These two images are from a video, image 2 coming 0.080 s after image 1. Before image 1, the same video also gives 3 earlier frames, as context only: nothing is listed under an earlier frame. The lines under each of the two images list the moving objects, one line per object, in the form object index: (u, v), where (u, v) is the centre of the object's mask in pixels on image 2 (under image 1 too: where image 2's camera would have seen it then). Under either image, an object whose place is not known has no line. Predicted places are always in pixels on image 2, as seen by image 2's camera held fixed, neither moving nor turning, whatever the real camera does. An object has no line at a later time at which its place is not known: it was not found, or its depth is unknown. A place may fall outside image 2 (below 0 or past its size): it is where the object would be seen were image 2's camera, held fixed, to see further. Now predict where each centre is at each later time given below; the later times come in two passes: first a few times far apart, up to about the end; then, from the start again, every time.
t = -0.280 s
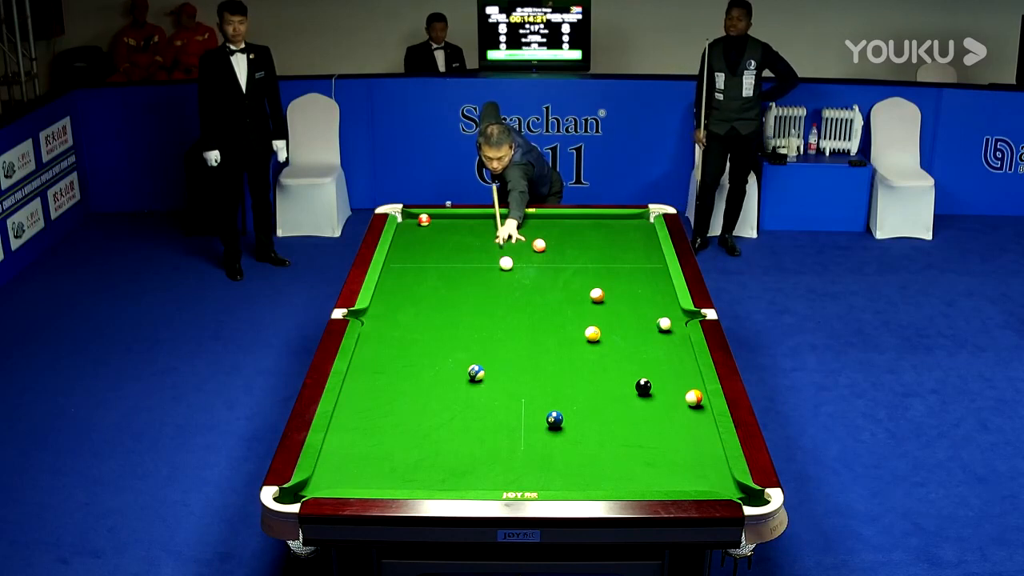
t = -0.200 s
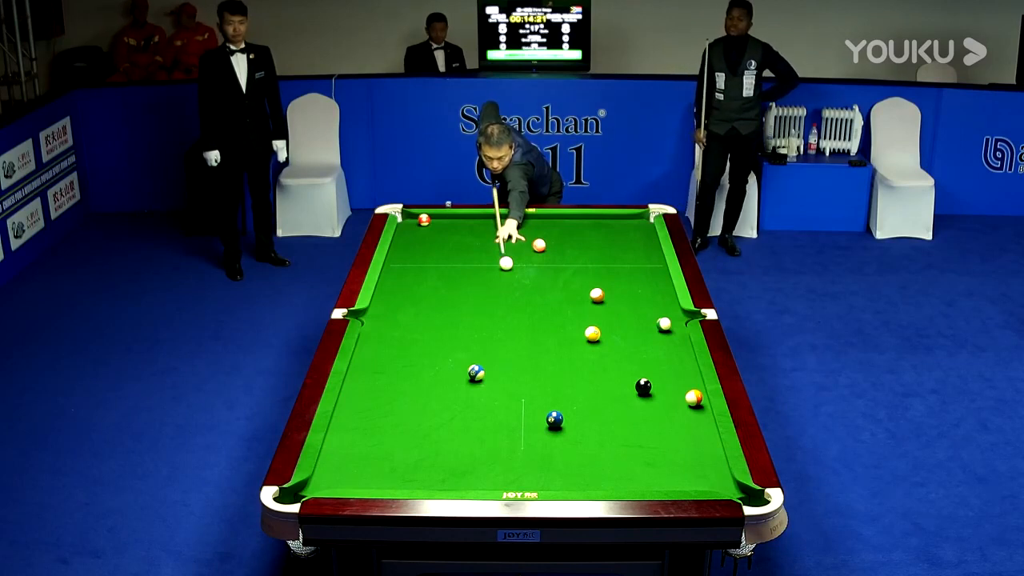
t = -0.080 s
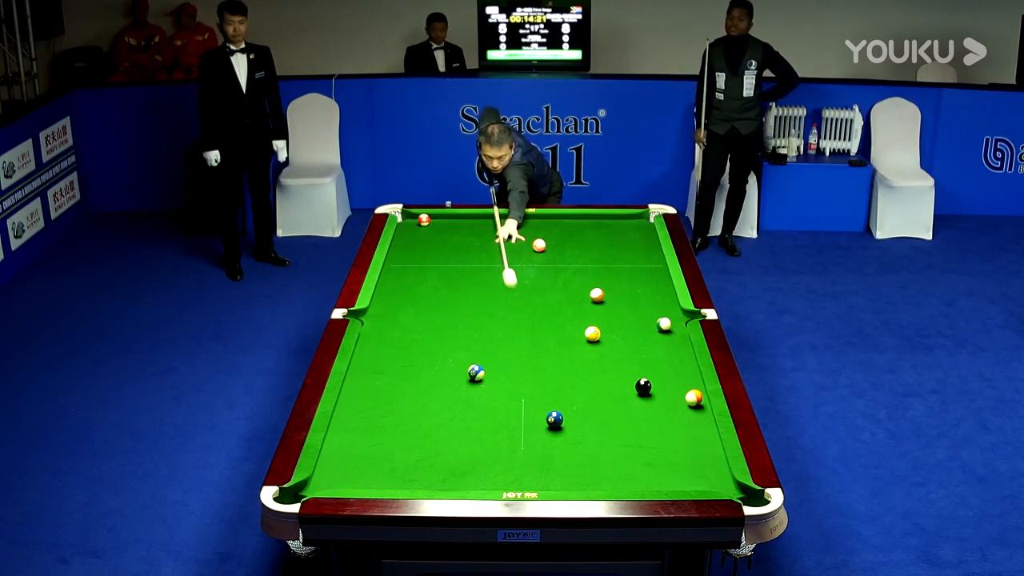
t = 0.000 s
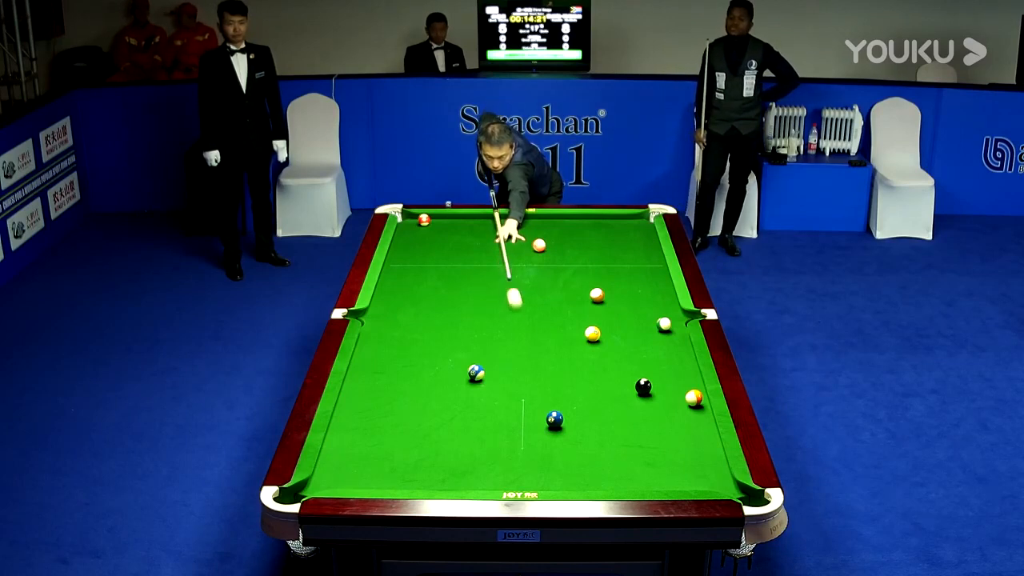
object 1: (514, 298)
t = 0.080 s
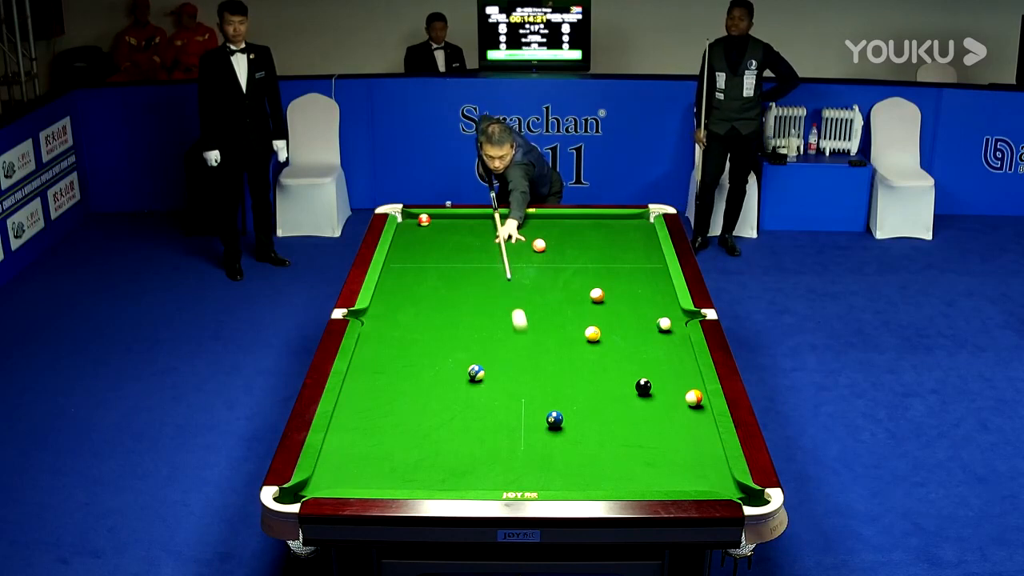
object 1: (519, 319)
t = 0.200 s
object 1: (527, 352)
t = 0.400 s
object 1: (539, 407)
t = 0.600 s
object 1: (504, 440)
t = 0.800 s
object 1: (466, 468)
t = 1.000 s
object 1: (425, 480)
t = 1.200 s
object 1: (389, 462)
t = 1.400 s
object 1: (356, 445)
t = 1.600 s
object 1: (342, 429)
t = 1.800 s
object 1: (367, 415)
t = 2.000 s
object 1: (389, 402)
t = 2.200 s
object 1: (411, 390)
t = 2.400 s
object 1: (431, 379)
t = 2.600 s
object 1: (449, 368)
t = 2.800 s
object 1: (466, 358)
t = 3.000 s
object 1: (482, 349)
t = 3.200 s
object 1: (496, 341)
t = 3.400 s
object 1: (510, 333)
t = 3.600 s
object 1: (523, 325)
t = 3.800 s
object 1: (534, 318)
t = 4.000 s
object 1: (545, 312)
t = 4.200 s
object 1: (555, 306)
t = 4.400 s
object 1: (564, 301)
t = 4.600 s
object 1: (573, 296)
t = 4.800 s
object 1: (581, 291)
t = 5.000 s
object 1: (587, 286)
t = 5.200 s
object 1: (595, 282)
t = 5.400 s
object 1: (601, 279)
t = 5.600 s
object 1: (607, 276)
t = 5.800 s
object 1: (612, 272)
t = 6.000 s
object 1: (616, 270)
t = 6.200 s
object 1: (621, 267)
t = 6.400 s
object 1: (625, 265)
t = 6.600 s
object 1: (629, 263)
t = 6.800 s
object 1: (632, 261)
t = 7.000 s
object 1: (634, 260)
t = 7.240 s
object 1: (637, 258)
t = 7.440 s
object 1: (639, 257)
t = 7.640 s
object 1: (640, 256)
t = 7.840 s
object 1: (641, 255)
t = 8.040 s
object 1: (642, 255)
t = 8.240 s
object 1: (642, 255)
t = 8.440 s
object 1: (642, 255)
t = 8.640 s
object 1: (642, 255)
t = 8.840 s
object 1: (642, 255)
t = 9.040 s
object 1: (642, 255)
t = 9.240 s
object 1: (642, 255)
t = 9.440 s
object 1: (642, 255)
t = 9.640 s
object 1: (642, 255)
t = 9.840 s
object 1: (642, 255)
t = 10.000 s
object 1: (642, 255)
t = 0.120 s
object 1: (521, 329)
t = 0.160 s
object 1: (524, 341)
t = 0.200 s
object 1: (527, 352)
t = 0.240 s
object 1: (529, 363)
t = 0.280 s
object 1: (532, 374)
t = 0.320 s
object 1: (534, 384)
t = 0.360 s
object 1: (537, 396)
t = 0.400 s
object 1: (539, 407)
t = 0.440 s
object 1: (536, 416)
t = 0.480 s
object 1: (527, 423)
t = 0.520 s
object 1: (519, 429)
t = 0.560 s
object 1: (511, 434)
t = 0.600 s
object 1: (504, 440)
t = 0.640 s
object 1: (496, 446)
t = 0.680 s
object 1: (489, 451)
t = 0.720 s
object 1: (481, 457)
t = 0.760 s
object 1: (473, 462)
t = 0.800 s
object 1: (466, 468)
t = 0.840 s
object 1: (458, 474)
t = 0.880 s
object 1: (450, 479)
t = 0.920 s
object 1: (442, 483)
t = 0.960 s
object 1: (433, 482)
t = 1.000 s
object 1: (425, 480)
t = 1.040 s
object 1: (418, 476)
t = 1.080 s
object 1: (410, 472)
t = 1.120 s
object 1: (404, 469)
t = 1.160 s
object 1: (397, 465)
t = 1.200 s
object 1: (389, 462)
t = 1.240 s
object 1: (383, 458)
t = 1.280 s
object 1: (376, 455)
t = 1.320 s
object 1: (369, 451)
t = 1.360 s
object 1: (363, 448)
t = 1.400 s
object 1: (356, 445)
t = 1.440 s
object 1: (350, 441)
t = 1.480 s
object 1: (344, 438)
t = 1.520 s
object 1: (338, 435)
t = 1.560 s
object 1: (336, 432)
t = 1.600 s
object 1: (342, 429)
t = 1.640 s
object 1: (347, 427)
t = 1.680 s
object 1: (352, 424)
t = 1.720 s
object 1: (357, 421)
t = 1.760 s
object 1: (362, 418)
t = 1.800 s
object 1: (367, 415)
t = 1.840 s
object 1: (371, 413)
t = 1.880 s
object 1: (376, 410)
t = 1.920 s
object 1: (381, 407)
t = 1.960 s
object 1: (385, 405)
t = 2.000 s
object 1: (389, 402)
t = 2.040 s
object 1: (394, 400)
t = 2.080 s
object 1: (398, 397)
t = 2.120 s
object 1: (402, 395)
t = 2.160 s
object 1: (406, 393)
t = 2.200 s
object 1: (411, 390)
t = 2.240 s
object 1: (415, 388)
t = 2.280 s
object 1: (419, 386)
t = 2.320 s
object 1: (423, 383)
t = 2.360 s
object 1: (427, 381)
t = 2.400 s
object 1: (431, 379)
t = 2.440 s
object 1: (434, 377)
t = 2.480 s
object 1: (438, 375)
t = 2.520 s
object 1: (442, 373)
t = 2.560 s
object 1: (445, 371)
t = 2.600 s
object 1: (449, 368)
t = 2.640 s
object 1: (452, 366)
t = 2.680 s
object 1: (456, 364)
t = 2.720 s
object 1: (459, 362)
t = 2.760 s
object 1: (462, 360)
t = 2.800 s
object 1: (466, 358)
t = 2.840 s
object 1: (469, 356)
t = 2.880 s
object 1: (472, 355)
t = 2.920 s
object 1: (476, 353)
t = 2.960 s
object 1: (479, 351)
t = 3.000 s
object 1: (482, 349)
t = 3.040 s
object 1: (485, 348)
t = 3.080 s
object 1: (488, 346)
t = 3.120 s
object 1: (491, 344)
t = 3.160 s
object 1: (494, 342)
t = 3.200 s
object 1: (496, 341)
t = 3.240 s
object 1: (499, 339)
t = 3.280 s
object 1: (502, 337)
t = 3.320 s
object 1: (505, 336)
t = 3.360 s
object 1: (507, 334)
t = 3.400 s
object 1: (510, 333)
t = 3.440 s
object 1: (513, 331)
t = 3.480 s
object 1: (515, 330)
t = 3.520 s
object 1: (518, 328)
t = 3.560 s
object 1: (520, 327)
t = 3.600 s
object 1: (523, 325)
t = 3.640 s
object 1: (525, 324)
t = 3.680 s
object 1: (527, 323)
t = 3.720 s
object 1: (530, 321)
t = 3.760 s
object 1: (532, 320)
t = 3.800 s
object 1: (534, 318)
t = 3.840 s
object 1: (536, 317)
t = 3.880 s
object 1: (539, 316)
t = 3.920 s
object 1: (541, 315)
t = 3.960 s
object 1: (543, 313)
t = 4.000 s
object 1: (545, 312)
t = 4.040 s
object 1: (547, 311)
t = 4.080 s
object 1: (549, 310)
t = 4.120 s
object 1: (551, 309)
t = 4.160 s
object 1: (553, 307)
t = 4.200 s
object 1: (555, 306)
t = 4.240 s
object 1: (557, 305)
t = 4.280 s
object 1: (559, 304)
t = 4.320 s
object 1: (561, 303)
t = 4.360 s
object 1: (563, 302)
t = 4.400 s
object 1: (564, 301)
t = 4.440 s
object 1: (566, 300)
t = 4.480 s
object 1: (568, 299)
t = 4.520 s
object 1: (570, 298)
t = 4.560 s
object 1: (571, 297)
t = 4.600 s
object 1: (573, 296)
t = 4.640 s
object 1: (575, 295)
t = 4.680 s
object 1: (576, 294)
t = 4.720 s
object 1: (578, 293)
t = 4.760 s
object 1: (579, 292)
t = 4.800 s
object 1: (581, 291)
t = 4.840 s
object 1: (582, 290)
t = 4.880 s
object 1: (584, 289)
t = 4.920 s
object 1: (585, 288)
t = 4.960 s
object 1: (586, 287)
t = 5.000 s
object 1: (587, 286)
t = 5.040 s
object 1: (589, 285)
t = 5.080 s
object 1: (590, 284)
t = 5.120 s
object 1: (592, 283)
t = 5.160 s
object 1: (593, 283)
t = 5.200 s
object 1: (595, 282)
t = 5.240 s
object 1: (596, 281)
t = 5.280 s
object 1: (597, 281)
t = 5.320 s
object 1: (599, 280)
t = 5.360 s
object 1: (600, 280)
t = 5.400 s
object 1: (601, 279)
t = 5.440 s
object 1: (602, 278)
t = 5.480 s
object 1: (603, 278)
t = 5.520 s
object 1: (604, 277)
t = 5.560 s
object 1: (605, 276)
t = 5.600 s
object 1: (607, 276)
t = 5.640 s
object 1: (608, 275)
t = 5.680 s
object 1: (609, 274)
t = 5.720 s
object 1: (610, 274)
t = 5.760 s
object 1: (611, 273)
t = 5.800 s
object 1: (612, 272)
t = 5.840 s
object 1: (613, 272)
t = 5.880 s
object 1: (614, 271)
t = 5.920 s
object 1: (615, 271)
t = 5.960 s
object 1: (616, 270)
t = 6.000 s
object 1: (616, 270)
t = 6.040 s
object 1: (617, 269)
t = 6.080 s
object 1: (618, 269)
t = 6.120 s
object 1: (619, 268)
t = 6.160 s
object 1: (620, 268)
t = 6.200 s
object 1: (621, 267)
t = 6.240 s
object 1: (622, 267)
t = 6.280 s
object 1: (622, 266)
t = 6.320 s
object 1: (623, 266)
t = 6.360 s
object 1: (624, 265)
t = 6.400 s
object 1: (625, 265)
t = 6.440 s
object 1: (626, 265)
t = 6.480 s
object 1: (626, 264)
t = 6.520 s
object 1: (627, 264)
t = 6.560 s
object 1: (628, 263)
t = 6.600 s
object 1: (629, 263)
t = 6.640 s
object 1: (629, 263)
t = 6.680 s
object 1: (630, 262)
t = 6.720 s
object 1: (630, 262)
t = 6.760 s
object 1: (631, 262)
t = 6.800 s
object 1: (632, 261)
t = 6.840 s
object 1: (632, 261)
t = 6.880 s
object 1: (633, 261)
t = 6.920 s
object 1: (633, 260)
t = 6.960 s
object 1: (634, 260)
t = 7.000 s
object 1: (634, 260)
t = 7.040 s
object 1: (635, 259)
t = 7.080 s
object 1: (635, 259)
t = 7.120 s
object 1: (635, 259)
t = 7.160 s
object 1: (636, 259)
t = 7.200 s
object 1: (636, 258)
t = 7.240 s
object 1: (637, 258)
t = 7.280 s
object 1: (637, 258)
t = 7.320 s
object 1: (638, 258)
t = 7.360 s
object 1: (638, 257)
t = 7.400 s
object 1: (638, 257)
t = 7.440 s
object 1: (639, 257)
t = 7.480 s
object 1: (639, 257)
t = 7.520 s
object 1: (639, 257)
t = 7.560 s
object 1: (640, 257)
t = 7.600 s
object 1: (640, 257)
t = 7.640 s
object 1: (640, 256)
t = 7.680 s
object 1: (640, 256)
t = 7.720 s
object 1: (641, 256)
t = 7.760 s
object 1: (641, 256)
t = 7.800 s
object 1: (641, 256)
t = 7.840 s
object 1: (641, 255)
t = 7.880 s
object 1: (641, 255)
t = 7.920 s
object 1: (641, 255)
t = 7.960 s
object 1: (642, 255)
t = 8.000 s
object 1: (642, 255)
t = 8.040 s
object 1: (642, 255)
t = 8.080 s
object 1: (642, 255)
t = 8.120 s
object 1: (642, 255)
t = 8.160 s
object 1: (642, 255)
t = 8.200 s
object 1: (642, 255)
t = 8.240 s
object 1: (642, 255)
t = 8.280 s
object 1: (642, 255)
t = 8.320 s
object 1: (642, 255)
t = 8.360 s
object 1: (642, 255)
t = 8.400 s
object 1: (642, 255)
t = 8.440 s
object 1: (642, 255)
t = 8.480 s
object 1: (642, 255)
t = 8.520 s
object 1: (642, 255)
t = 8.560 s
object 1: (642, 255)
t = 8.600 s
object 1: (642, 255)
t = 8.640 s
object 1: (642, 255)
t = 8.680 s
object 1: (642, 255)
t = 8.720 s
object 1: (642, 255)
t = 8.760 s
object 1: (642, 255)
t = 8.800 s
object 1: (642, 255)
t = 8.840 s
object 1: (642, 255)
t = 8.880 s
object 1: (642, 255)
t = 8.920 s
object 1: (642, 255)
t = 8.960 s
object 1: (642, 255)
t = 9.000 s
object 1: (642, 255)
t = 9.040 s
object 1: (642, 255)
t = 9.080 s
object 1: (642, 255)
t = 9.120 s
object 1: (642, 255)
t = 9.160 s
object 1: (642, 255)
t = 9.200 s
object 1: (642, 255)
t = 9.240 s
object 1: (642, 255)
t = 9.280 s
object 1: (642, 255)
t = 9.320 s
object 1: (642, 255)
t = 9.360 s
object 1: (642, 255)
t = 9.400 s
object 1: (642, 255)
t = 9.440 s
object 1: (642, 255)
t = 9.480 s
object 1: (642, 255)
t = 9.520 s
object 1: (642, 255)
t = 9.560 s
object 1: (642, 255)
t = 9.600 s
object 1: (642, 255)
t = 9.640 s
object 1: (642, 255)
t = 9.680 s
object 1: (642, 255)
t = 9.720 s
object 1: (642, 255)
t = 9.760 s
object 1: (642, 255)
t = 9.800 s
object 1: (642, 255)
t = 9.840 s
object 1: (642, 255)
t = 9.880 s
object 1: (642, 255)
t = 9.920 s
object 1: (642, 255)
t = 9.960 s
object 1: (642, 255)
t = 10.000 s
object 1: (642, 255)
